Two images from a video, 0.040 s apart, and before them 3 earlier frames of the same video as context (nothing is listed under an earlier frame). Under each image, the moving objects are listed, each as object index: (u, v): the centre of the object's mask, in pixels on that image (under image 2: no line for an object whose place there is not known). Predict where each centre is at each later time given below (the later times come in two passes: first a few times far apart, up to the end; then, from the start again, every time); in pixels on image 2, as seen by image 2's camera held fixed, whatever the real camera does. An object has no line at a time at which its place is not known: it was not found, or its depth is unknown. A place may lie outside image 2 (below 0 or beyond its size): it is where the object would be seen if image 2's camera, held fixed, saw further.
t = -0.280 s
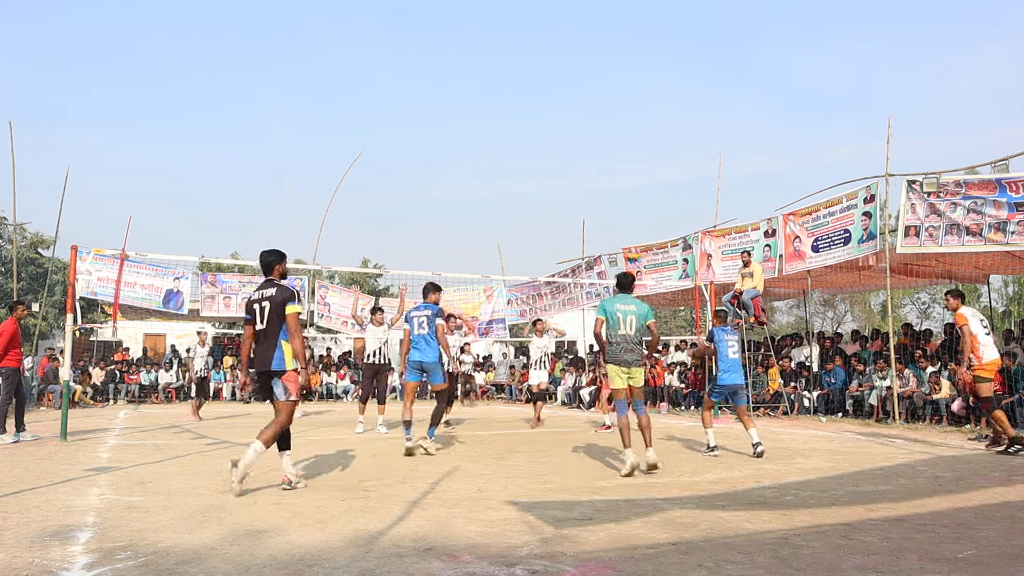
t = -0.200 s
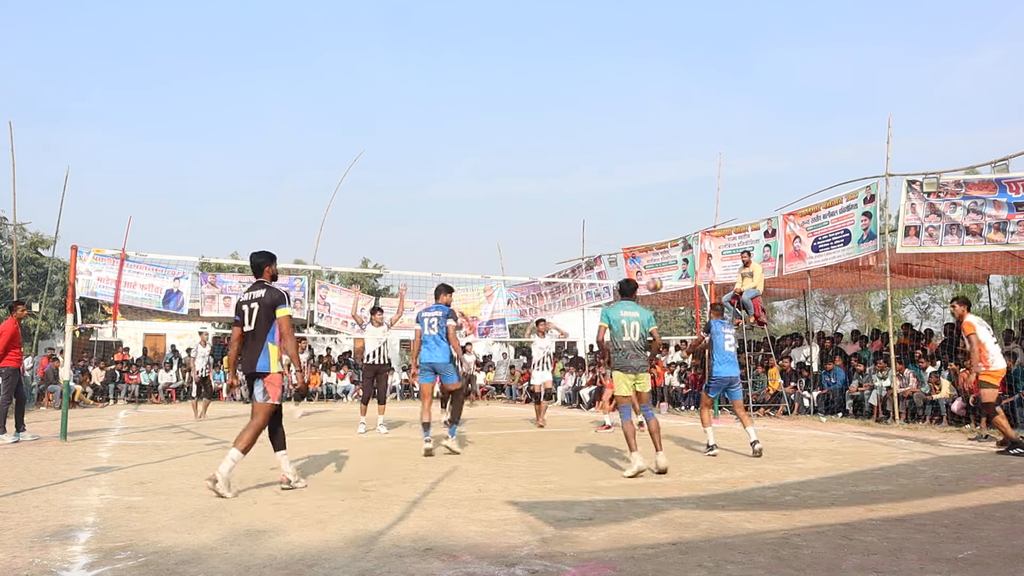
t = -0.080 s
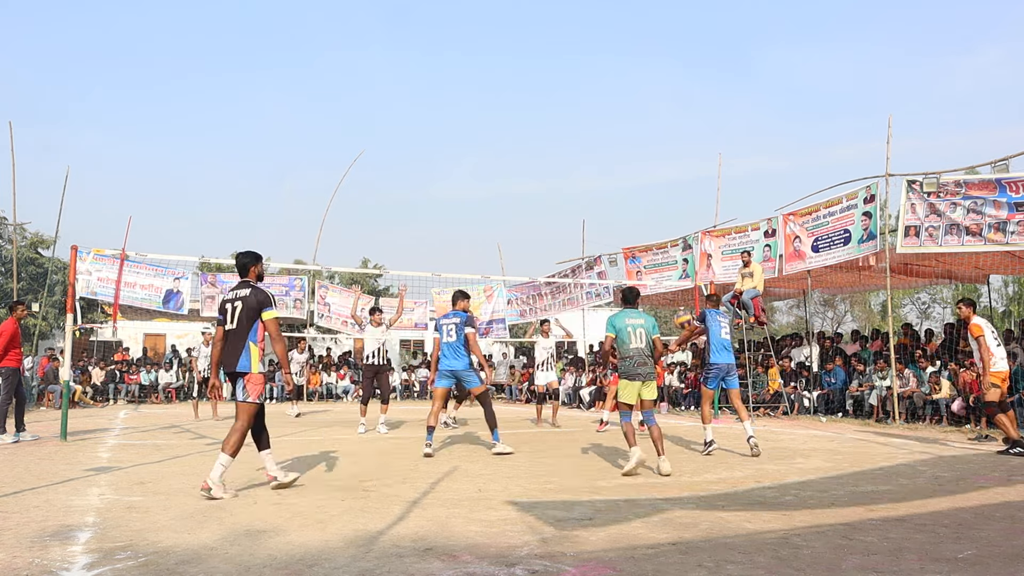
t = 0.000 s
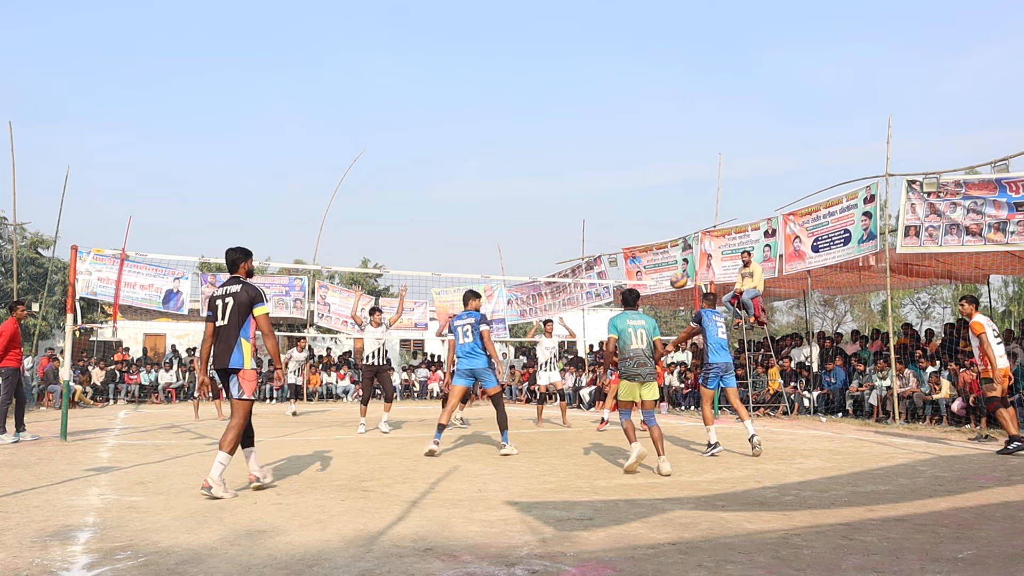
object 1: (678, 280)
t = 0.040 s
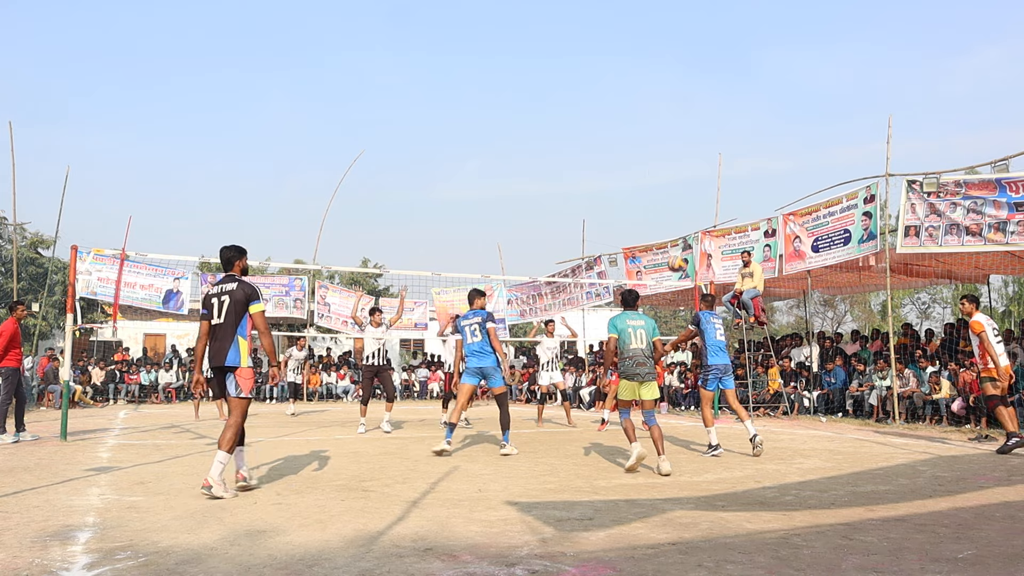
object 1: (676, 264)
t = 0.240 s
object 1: (666, 202)
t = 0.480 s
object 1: (657, 174)
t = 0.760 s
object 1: (650, 191)
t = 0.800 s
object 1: (649, 197)
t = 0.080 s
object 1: (674, 249)
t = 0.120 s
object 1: (671, 235)
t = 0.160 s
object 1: (670, 222)
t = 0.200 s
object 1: (668, 211)
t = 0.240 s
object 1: (666, 202)
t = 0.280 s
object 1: (664, 195)
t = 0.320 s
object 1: (663, 188)
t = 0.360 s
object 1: (661, 182)
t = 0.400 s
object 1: (660, 178)
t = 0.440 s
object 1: (659, 175)
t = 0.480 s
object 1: (657, 174)
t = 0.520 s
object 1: (656, 173)
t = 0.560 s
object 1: (655, 173)
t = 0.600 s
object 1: (655, 174)
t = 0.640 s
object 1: (653, 177)
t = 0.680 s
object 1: (652, 181)
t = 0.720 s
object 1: (651, 186)
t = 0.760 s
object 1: (650, 191)
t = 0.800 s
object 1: (649, 197)
